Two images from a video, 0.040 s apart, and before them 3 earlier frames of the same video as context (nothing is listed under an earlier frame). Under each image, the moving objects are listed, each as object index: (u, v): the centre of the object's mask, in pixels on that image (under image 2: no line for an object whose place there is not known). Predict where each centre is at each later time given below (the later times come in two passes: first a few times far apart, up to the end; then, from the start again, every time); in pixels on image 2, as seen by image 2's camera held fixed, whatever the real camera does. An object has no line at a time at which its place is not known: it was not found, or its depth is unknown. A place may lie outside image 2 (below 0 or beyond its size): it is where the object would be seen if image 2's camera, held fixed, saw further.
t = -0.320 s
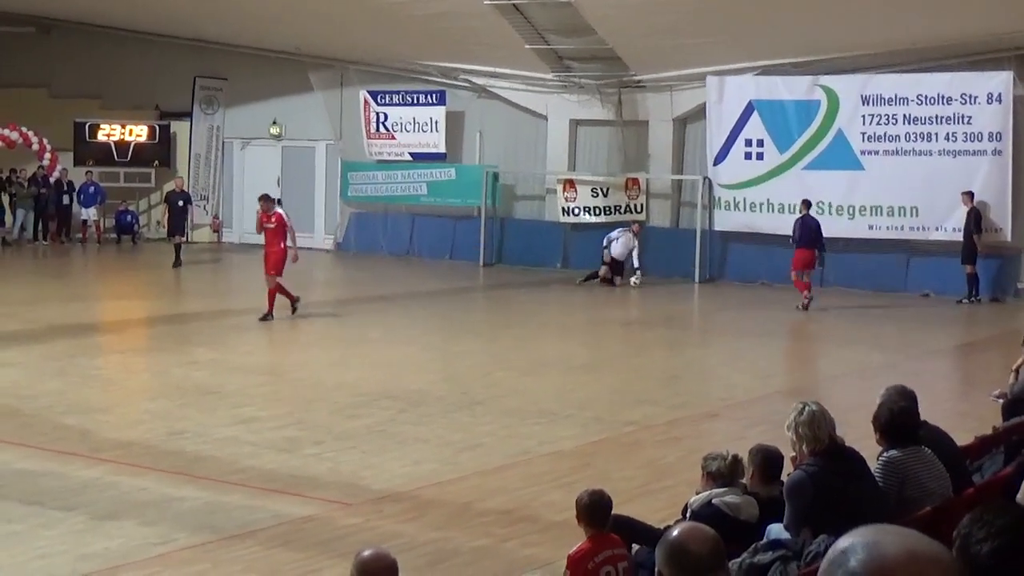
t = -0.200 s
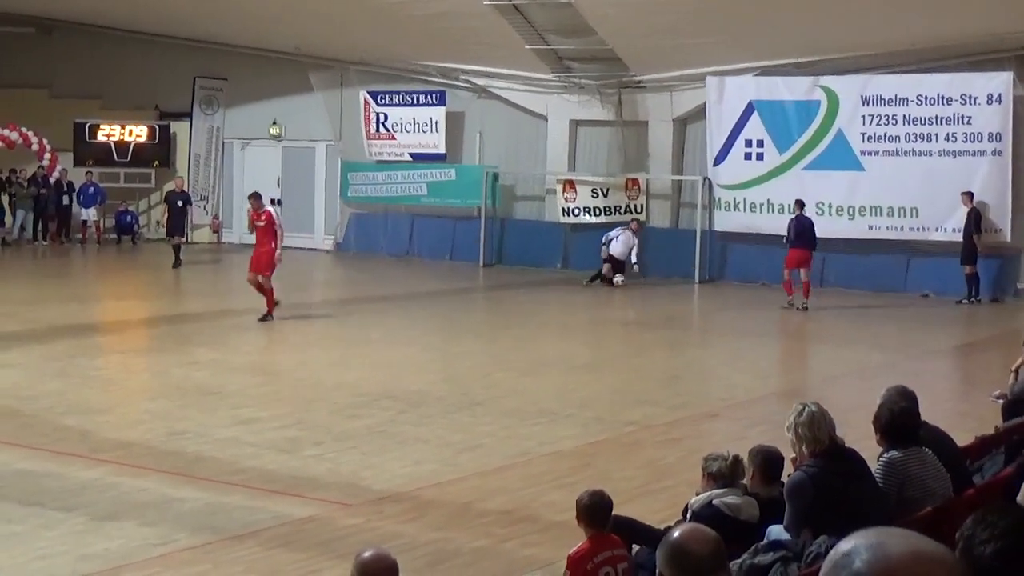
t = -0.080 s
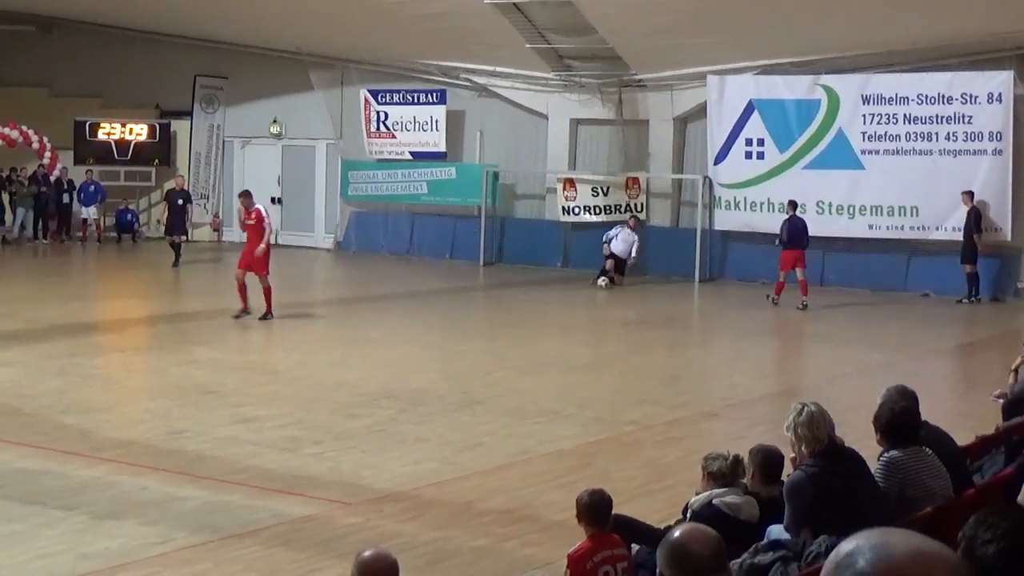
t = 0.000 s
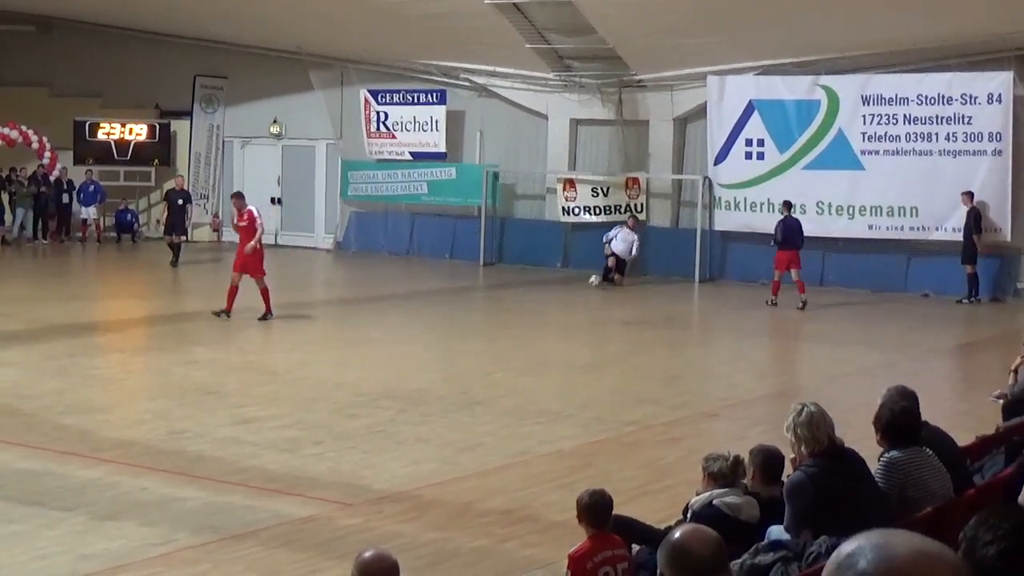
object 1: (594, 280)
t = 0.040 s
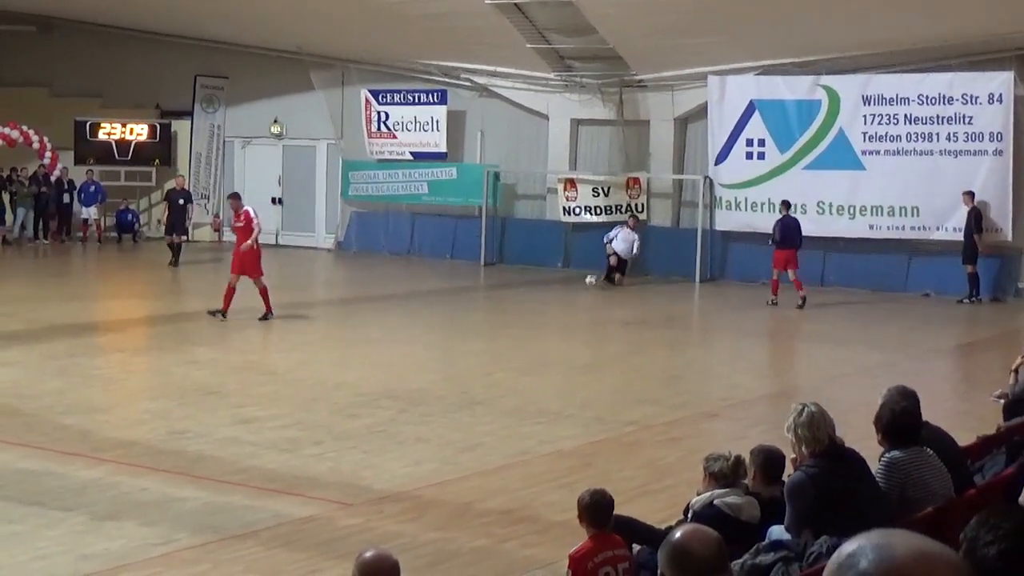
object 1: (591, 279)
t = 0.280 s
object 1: (565, 281)
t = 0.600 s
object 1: (531, 284)
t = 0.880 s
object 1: (500, 287)
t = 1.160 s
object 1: (470, 290)
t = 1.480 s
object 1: (434, 291)
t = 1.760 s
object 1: (404, 293)
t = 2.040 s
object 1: (374, 294)
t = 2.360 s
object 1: (340, 296)
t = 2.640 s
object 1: (310, 299)
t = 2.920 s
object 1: (280, 300)
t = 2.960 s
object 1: (275, 301)
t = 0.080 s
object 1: (586, 281)
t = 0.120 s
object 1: (582, 282)
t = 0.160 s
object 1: (577, 282)
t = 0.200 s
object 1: (573, 280)
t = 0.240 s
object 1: (569, 281)
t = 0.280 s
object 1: (565, 281)
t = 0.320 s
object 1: (560, 282)
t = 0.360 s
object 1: (556, 283)
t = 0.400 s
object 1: (552, 283)
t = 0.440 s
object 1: (548, 282)
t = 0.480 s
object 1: (544, 283)
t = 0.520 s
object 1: (539, 284)
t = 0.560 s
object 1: (535, 285)
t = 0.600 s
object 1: (531, 284)
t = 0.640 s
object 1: (527, 284)
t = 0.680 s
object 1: (522, 285)
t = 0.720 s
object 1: (518, 286)
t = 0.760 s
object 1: (514, 286)
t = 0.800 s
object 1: (509, 286)
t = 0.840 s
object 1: (504, 287)
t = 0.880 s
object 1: (500, 287)
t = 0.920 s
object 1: (496, 288)
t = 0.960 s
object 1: (492, 288)
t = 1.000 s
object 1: (487, 289)
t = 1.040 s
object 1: (482, 289)
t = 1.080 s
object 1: (478, 289)
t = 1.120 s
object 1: (474, 289)
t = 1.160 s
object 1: (470, 290)
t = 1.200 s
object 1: (465, 290)
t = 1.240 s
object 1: (461, 290)
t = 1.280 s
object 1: (456, 290)
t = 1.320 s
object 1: (451, 291)
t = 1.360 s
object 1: (447, 290)
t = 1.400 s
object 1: (443, 290)
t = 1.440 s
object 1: (439, 291)
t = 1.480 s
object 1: (434, 291)
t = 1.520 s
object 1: (430, 291)
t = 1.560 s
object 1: (426, 291)
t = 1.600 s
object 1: (421, 292)
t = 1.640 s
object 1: (417, 292)
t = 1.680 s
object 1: (413, 292)
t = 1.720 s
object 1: (408, 293)
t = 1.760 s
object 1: (404, 293)
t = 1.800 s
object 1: (400, 293)
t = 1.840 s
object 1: (395, 293)
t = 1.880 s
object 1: (391, 294)
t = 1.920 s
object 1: (387, 293)
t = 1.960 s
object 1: (383, 294)
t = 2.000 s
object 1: (378, 294)
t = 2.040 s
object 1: (374, 294)
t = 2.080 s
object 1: (370, 294)
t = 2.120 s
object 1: (365, 294)
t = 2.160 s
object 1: (361, 295)
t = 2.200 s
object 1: (357, 295)
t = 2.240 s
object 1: (353, 295)
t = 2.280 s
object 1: (348, 295)
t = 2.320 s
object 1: (344, 296)
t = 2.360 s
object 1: (340, 296)
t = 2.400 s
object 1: (335, 297)
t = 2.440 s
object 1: (332, 297)
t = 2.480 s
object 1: (327, 298)
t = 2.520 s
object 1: (323, 297)
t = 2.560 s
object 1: (318, 298)
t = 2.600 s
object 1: (314, 299)
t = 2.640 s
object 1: (310, 299)
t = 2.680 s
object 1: (305, 299)
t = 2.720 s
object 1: (301, 299)
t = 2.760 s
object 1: (297, 299)
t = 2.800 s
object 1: (293, 300)
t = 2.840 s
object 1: (288, 300)
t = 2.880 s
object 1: (284, 300)
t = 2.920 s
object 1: (280, 300)
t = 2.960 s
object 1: (275, 301)
